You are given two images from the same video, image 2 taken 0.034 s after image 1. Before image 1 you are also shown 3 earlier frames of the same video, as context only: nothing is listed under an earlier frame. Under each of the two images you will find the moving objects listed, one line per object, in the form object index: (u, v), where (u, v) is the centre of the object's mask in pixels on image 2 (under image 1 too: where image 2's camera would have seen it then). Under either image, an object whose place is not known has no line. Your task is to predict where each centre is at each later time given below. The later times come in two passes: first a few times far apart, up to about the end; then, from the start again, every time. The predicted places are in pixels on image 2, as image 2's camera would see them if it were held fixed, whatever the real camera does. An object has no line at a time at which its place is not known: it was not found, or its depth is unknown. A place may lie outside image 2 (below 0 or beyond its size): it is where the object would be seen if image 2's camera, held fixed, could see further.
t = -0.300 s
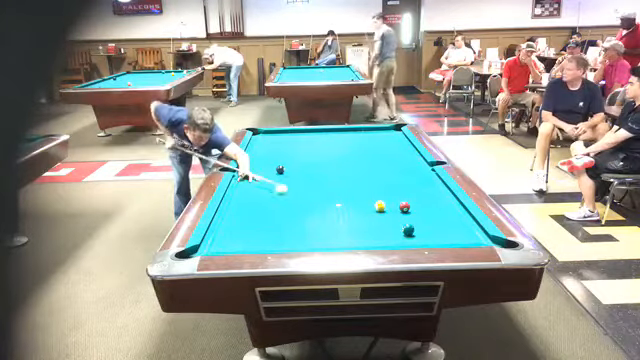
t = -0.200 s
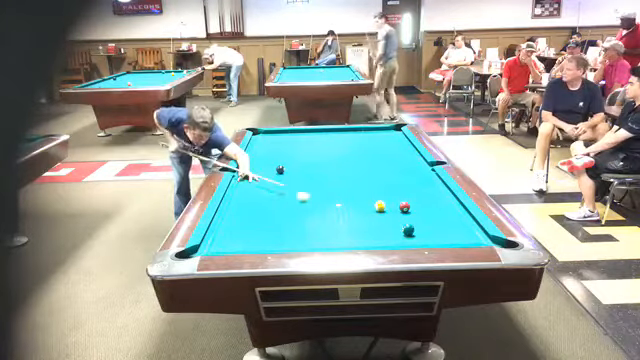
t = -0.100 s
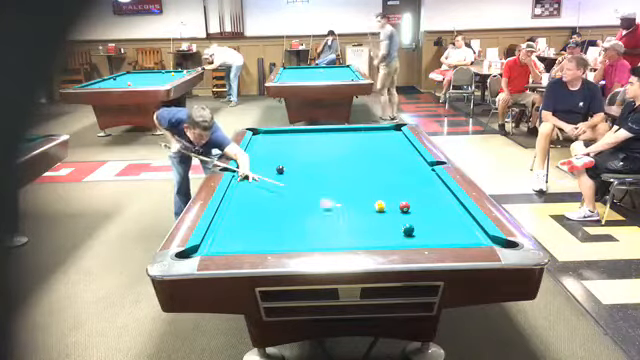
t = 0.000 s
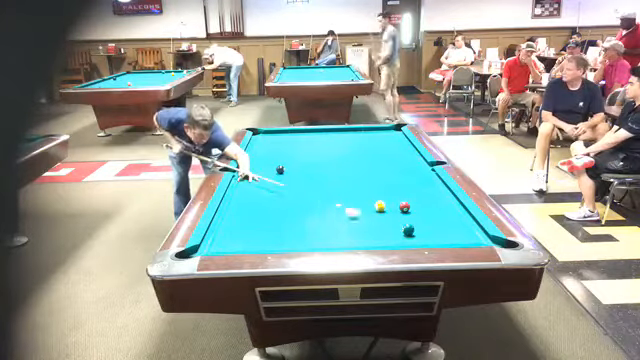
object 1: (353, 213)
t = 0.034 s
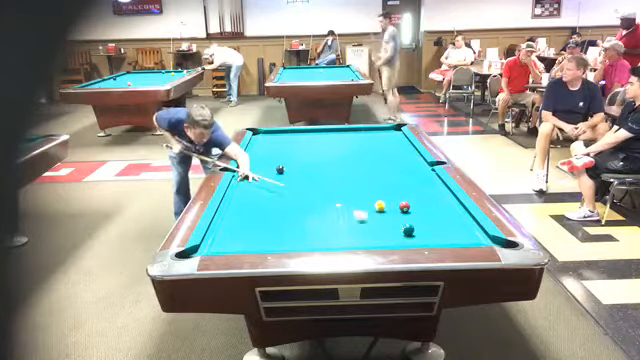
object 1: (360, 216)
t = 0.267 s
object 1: (395, 235)
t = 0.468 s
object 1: (405, 240)
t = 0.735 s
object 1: (410, 232)
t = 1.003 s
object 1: (415, 222)
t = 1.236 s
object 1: (419, 216)
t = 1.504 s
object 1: (421, 209)
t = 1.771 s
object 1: (424, 203)
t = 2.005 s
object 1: (426, 198)
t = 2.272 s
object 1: (428, 194)
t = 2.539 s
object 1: (430, 189)
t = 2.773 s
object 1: (431, 186)
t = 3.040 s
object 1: (433, 183)
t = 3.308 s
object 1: (434, 180)
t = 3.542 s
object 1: (435, 178)
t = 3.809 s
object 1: (433, 177)
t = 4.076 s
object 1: (431, 176)
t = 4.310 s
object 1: (430, 175)
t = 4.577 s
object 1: (429, 175)
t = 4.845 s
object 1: (429, 174)
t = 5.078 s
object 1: (429, 174)
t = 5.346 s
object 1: (428, 174)
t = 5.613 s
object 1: (428, 174)
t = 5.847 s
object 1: (428, 174)
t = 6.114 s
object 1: (428, 174)
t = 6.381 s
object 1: (428, 174)
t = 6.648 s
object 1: (428, 174)
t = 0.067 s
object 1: (370, 219)
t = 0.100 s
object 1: (381, 222)
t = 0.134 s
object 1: (391, 225)
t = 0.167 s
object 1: (396, 229)
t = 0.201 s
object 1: (394, 231)
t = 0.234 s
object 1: (394, 233)
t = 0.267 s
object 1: (395, 235)
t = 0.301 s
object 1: (397, 236)
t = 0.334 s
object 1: (398, 238)
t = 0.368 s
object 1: (401, 239)
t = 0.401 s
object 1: (403, 241)
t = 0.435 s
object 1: (405, 241)
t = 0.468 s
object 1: (405, 240)
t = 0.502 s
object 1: (405, 240)
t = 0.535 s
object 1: (407, 238)
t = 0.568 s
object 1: (408, 237)
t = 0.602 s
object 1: (408, 236)
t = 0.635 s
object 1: (409, 235)
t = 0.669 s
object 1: (409, 234)
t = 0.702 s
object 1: (410, 233)
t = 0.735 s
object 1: (410, 232)
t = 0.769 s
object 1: (411, 230)
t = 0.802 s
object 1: (411, 230)
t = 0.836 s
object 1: (412, 229)
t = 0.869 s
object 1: (413, 226)
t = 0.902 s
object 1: (413, 225)
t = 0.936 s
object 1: (414, 224)
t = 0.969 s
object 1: (414, 223)
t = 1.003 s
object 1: (415, 222)
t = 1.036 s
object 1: (415, 222)
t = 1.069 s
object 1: (415, 221)
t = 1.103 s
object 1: (416, 220)
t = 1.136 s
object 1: (416, 220)
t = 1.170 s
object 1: (417, 218)
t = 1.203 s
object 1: (418, 217)
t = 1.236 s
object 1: (419, 216)
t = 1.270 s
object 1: (419, 216)
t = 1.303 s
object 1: (419, 214)
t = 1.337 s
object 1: (420, 213)
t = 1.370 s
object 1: (420, 212)
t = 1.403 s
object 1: (420, 211)
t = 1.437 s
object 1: (420, 210)
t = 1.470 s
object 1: (421, 210)
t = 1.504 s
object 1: (421, 209)
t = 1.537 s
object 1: (421, 208)
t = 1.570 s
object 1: (422, 207)
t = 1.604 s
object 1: (422, 206)
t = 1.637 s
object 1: (423, 206)
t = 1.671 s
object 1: (423, 205)
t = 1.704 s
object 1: (423, 204)
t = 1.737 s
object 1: (424, 204)
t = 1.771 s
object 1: (424, 203)
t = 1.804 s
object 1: (424, 203)
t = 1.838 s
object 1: (424, 201)
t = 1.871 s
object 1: (425, 200)
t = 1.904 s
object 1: (425, 200)
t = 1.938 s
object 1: (426, 199)
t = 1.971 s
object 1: (426, 199)
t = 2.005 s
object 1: (426, 198)
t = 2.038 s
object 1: (426, 198)
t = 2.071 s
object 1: (427, 197)
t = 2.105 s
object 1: (427, 197)
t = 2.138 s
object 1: (427, 196)
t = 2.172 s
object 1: (427, 196)
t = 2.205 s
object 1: (428, 195)
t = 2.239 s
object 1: (428, 195)
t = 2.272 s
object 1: (428, 194)
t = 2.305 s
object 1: (429, 193)
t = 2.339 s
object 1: (429, 192)
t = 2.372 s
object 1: (429, 192)
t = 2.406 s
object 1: (429, 192)
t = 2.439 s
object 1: (429, 192)
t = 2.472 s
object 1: (429, 191)
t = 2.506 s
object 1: (429, 191)
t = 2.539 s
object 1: (430, 189)
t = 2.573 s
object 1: (430, 189)
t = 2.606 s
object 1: (430, 189)
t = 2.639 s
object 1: (431, 188)
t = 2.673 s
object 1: (431, 187)
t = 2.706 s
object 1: (431, 187)
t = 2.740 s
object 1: (431, 187)
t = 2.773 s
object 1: (431, 186)
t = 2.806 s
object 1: (431, 186)
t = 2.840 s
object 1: (431, 186)
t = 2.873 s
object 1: (432, 185)
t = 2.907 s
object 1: (432, 185)
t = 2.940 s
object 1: (432, 184)
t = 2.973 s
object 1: (433, 184)
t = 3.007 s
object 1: (433, 183)
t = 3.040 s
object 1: (433, 183)
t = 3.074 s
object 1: (434, 182)
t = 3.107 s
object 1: (433, 183)
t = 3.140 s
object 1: (433, 183)
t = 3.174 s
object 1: (434, 181)
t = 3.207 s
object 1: (434, 181)
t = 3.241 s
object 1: (434, 180)
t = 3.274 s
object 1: (434, 180)
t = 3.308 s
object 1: (434, 180)
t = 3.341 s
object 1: (434, 180)
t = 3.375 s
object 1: (434, 180)
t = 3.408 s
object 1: (434, 180)
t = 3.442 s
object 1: (434, 180)
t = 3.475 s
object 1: (434, 179)
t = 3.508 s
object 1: (435, 178)
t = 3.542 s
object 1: (435, 178)
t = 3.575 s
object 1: (434, 178)
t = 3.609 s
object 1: (434, 178)
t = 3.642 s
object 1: (434, 178)
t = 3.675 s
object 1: (434, 177)
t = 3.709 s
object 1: (434, 177)
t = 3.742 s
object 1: (434, 177)
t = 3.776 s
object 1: (434, 177)
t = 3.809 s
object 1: (433, 177)
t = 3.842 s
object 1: (433, 177)
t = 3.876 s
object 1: (433, 177)
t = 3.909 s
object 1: (433, 177)
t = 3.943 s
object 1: (432, 176)
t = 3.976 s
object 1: (432, 176)
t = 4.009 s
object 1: (432, 176)
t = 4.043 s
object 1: (432, 176)
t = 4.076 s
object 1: (431, 176)
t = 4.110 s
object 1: (431, 176)
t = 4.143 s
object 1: (432, 176)
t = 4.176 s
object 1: (432, 176)
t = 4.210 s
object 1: (431, 176)
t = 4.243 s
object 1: (431, 176)
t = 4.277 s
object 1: (431, 176)
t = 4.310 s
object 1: (430, 175)
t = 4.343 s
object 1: (430, 175)
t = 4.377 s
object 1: (430, 175)
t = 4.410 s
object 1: (430, 175)
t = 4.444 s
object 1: (430, 175)
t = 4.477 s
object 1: (430, 175)
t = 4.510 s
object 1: (429, 175)
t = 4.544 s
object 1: (430, 175)
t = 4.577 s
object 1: (429, 175)
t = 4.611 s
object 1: (429, 175)
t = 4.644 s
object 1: (430, 175)
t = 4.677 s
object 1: (429, 174)
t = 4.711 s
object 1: (429, 174)
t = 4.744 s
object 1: (429, 174)
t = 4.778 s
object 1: (429, 174)
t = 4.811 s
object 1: (429, 174)
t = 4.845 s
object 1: (429, 174)
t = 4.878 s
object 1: (429, 174)
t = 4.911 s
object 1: (429, 174)
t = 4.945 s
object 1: (429, 174)
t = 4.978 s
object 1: (429, 174)
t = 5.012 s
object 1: (429, 174)
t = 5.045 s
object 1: (429, 174)
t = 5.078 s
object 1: (429, 174)
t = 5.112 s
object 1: (429, 174)
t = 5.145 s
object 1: (428, 174)
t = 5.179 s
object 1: (428, 174)
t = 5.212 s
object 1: (428, 174)
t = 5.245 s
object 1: (428, 174)
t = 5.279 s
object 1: (428, 174)
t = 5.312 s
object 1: (428, 174)
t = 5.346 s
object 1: (428, 174)
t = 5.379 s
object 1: (428, 174)
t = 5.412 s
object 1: (428, 174)
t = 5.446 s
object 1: (428, 174)
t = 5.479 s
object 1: (428, 174)
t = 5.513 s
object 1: (428, 174)
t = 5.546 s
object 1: (428, 174)
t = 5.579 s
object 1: (428, 174)
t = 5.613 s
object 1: (428, 174)
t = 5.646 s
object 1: (428, 174)
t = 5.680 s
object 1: (428, 174)
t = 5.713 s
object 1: (428, 174)
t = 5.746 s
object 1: (428, 174)
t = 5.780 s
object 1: (428, 174)
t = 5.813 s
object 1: (428, 174)
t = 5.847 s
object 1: (428, 174)
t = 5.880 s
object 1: (428, 174)
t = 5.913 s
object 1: (428, 174)
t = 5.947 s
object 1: (428, 174)
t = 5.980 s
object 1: (428, 174)
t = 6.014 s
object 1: (429, 174)
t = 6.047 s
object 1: (428, 174)
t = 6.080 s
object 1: (428, 174)
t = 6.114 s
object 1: (428, 174)
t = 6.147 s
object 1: (428, 174)
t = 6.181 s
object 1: (428, 174)
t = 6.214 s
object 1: (428, 174)
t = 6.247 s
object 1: (428, 174)
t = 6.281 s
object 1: (428, 174)
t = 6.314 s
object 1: (428, 174)
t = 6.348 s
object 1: (428, 174)
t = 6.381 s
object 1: (428, 174)
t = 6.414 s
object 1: (428, 174)
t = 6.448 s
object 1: (428, 174)
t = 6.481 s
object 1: (428, 174)
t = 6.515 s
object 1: (428, 174)
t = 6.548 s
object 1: (428, 174)
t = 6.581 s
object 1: (428, 174)
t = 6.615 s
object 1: (428, 174)
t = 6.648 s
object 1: (428, 174)
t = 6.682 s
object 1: (428, 174)
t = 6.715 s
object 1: (428, 174)
